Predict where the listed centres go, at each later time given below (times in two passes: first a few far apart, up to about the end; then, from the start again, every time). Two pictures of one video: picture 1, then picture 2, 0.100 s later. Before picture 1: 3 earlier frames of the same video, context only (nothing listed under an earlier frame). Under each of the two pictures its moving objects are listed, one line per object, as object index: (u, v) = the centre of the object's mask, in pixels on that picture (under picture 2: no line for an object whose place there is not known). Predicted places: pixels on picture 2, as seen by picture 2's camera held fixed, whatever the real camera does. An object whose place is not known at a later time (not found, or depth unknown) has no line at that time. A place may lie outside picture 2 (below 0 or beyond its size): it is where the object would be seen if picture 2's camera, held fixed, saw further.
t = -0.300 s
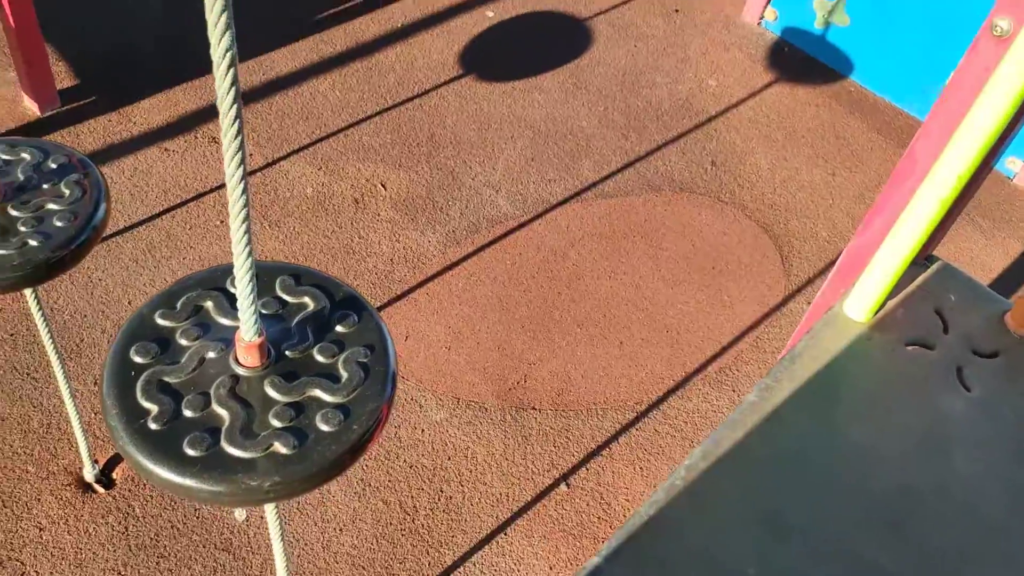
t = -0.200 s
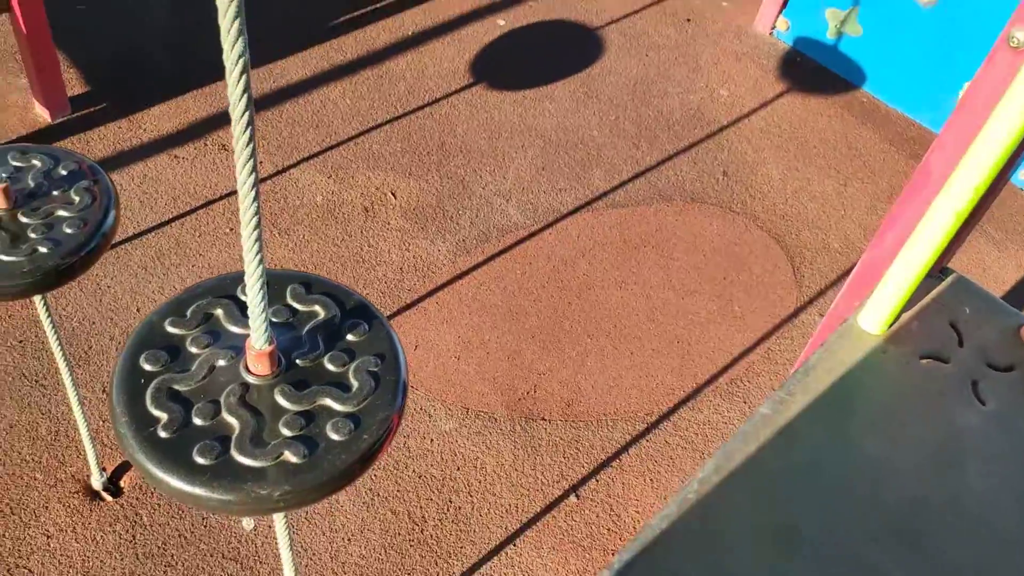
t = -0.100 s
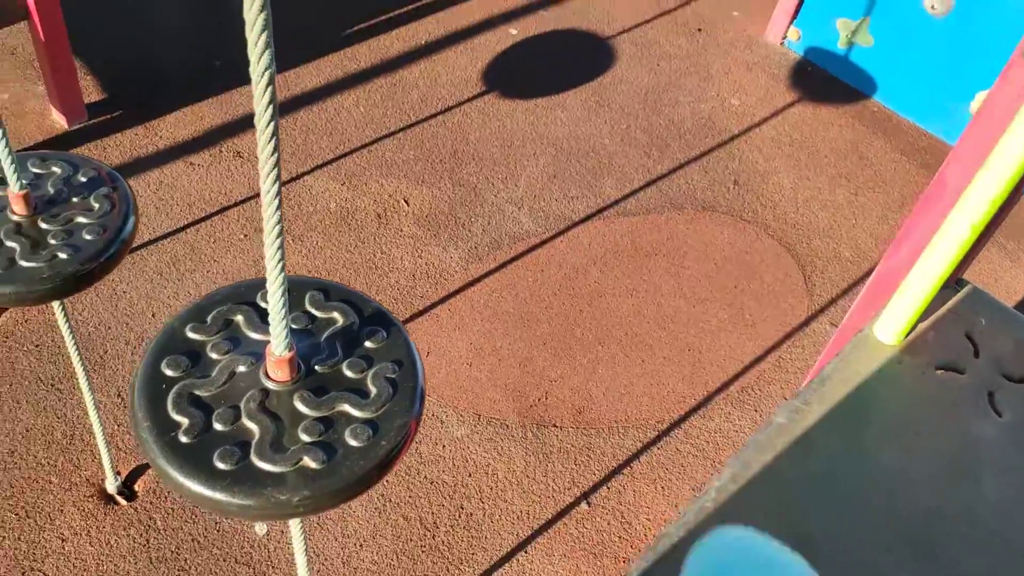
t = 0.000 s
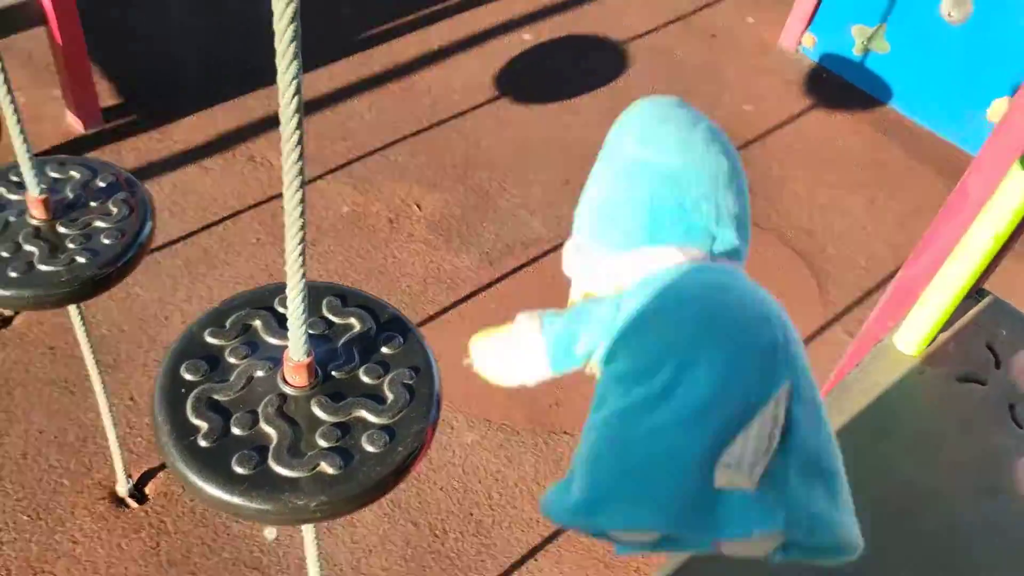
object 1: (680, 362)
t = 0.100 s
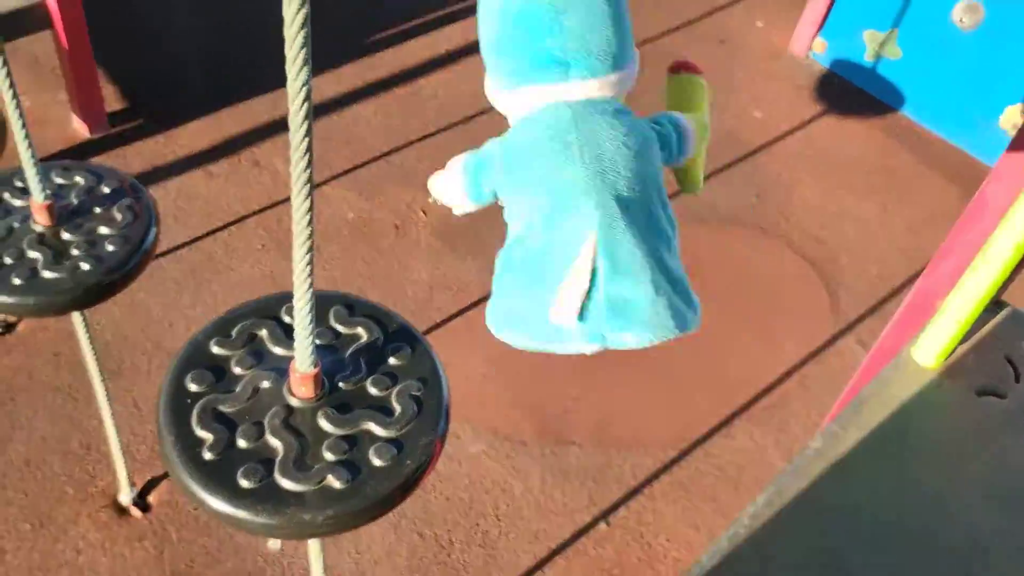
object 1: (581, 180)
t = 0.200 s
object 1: (509, 139)
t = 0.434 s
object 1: (451, 324)
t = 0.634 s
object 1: (532, 351)
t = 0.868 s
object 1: (555, 534)
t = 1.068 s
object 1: (647, 496)
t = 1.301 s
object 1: (706, 447)
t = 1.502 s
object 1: (704, 448)
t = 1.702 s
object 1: (699, 451)
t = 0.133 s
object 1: (556, 158)
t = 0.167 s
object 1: (533, 142)
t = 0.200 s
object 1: (509, 139)
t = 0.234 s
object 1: (488, 159)
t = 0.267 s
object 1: (471, 193)
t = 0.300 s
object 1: (456, 232)
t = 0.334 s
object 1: (447, 268)
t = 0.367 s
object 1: (442, 307)
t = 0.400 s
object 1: (439, 345)
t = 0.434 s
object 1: (451, 324)
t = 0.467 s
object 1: (469, 319)
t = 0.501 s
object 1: (489, 314)
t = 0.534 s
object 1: (497, 317)
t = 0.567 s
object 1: (502, 326)
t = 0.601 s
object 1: (512, 338)
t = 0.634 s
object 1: (532, 351)
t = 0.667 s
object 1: (548, 370)
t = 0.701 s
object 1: (553, 399)
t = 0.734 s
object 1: (553, 430)
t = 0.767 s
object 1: (557, 458)
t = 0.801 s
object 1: (561, 488)
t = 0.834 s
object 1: (555, 519)
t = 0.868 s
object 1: (555, 534)
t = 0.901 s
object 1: (571, 540)
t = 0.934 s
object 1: (588, 528)
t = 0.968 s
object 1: (600, 524)
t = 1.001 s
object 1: (615, 519)
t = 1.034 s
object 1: (628, 508)
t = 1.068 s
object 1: (647, 496)
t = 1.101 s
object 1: (663, 480)
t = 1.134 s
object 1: (674, 468)
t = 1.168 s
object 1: (683, 462)
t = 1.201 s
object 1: (689, 459)
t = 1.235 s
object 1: (697, 456)
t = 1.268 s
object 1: (703, 454)
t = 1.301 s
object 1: (706, 447)
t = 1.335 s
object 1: (709, 442)
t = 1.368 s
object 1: (710, 441)
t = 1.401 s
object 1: (711, 441)
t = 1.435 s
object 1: (710, 442)
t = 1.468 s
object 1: (707, 445)
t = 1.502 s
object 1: (704, 448)
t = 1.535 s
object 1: (701, 451)
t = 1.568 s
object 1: (700, 452)
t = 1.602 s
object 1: (700, 452)
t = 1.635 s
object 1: (700, 452)
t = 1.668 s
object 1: (700, 451)
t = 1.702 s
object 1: (699, 451)
